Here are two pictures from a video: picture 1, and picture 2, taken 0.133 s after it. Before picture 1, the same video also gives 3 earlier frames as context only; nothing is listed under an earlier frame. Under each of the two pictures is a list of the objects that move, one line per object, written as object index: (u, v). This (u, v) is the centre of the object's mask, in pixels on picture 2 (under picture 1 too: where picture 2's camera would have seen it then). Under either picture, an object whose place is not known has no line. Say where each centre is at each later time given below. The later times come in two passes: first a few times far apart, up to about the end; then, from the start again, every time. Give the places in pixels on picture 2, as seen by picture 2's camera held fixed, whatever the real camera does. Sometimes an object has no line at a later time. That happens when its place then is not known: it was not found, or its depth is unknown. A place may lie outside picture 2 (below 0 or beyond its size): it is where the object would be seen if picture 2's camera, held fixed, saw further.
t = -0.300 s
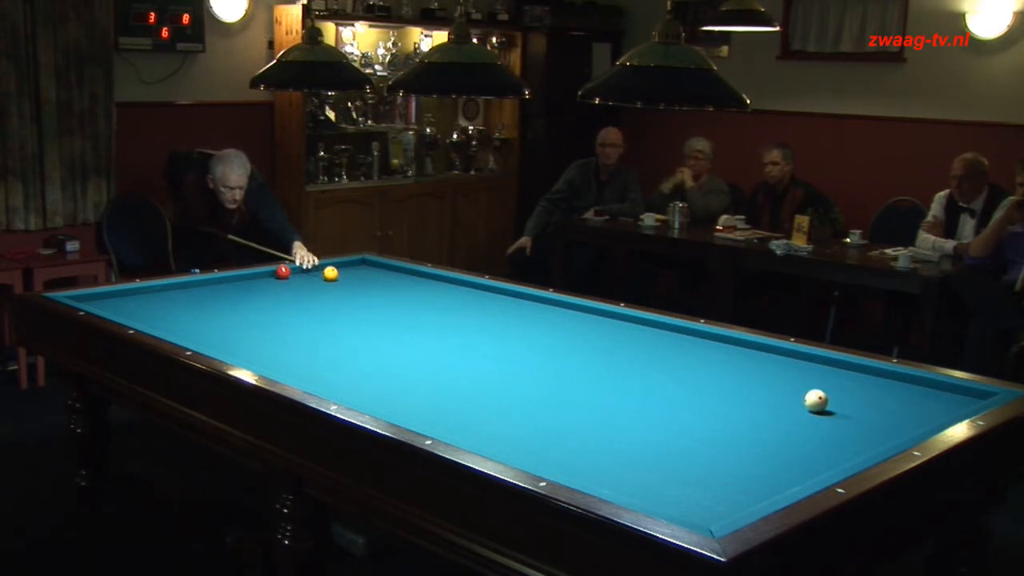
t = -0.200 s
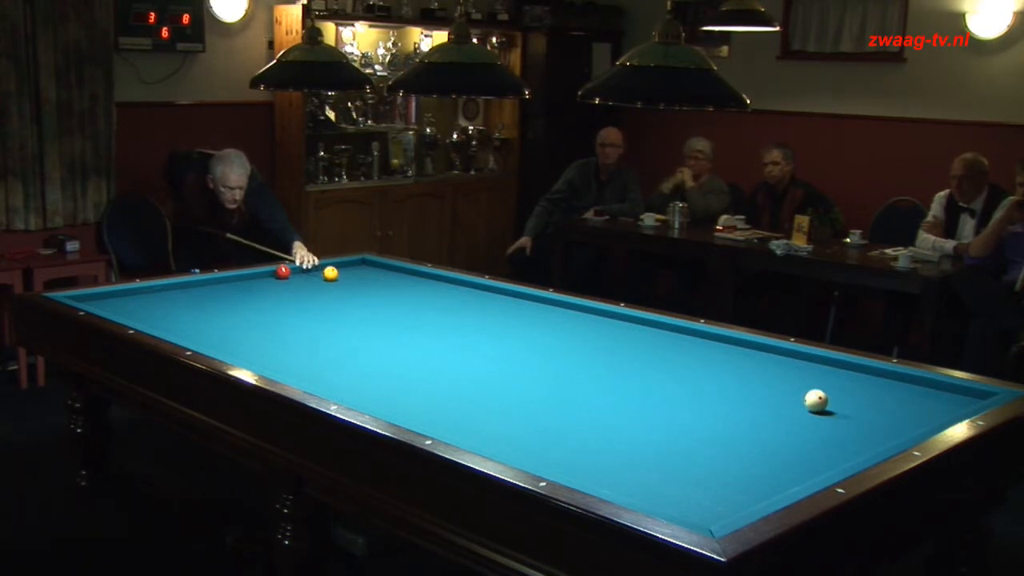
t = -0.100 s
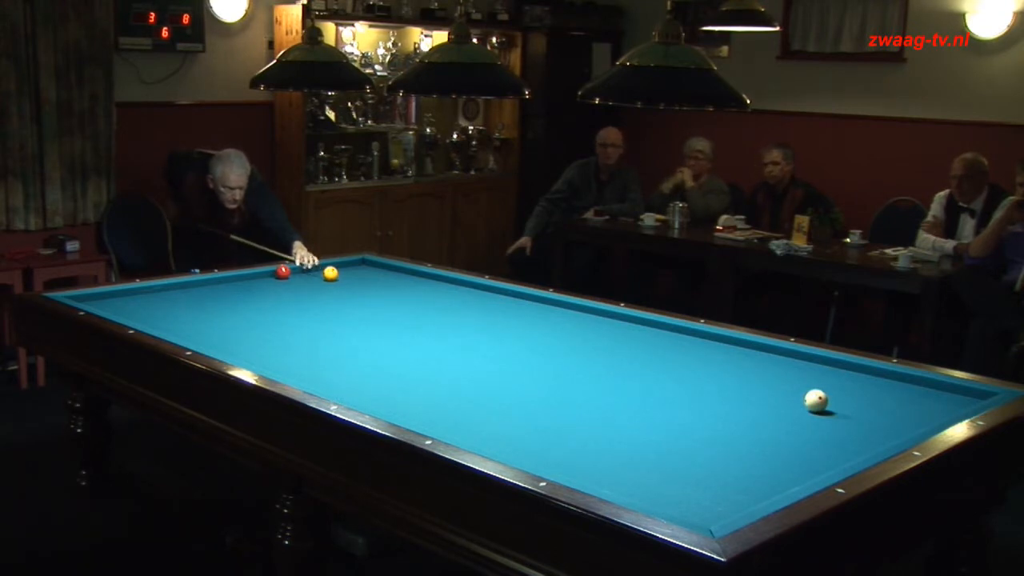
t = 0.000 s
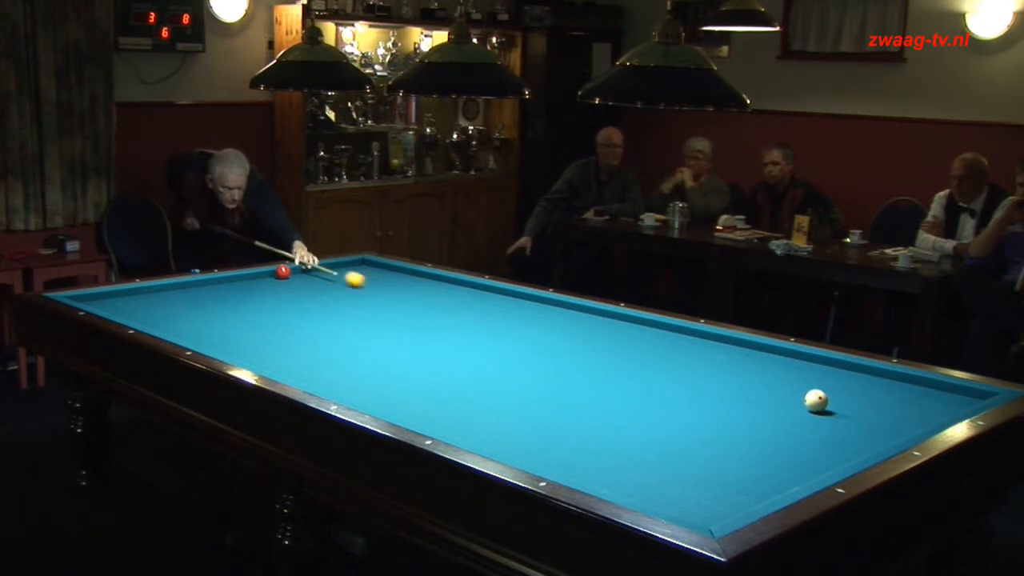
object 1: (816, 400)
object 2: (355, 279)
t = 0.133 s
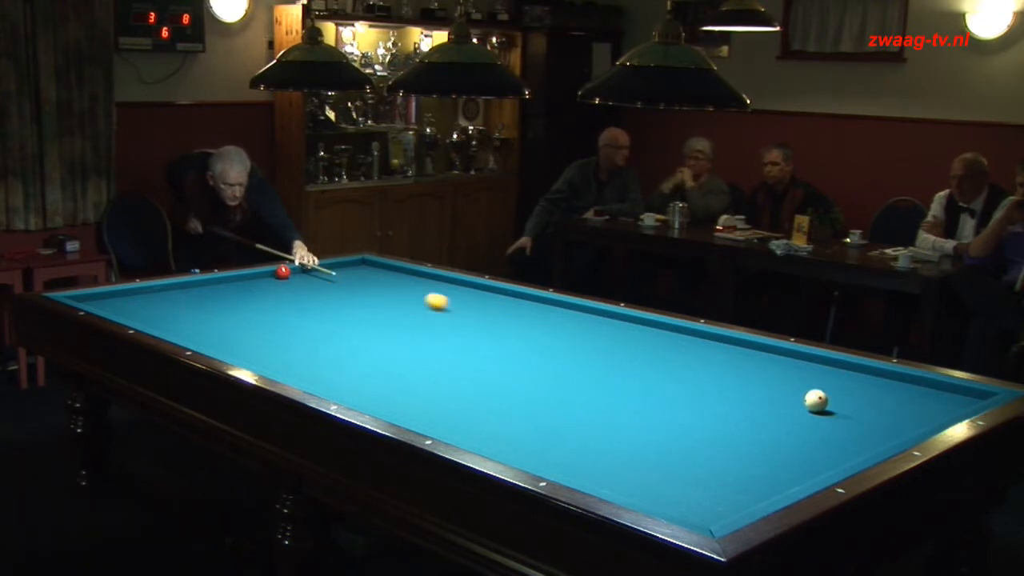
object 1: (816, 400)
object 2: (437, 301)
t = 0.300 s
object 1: (816, 400)
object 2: (555, 333)
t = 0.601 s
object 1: (845, 404)
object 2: (792, 401)
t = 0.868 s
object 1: (836, 382)
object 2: (799, 447)
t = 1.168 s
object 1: (729, 345)
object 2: (695, 478)
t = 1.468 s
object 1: (634, 321)
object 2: (595, 460)
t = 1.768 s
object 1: (540, 306)
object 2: (575, 417)
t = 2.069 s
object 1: (457, 293)
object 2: (558, 383)
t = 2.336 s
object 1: (391, 282)
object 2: (546, 358)
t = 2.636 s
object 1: (324, 271)
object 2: (535, 335)
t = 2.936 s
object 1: (314, 275)
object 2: (525, 315)
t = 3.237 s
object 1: (321, 286)
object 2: (517, 299)
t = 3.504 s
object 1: (329, 296)
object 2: (489, 292)
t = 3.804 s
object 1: (338, 309)
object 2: (445, 288)
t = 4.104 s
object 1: (347, 322)
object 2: (404, 285)
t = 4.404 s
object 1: (358, 337)
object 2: (365, 282)
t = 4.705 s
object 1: (369, 353)
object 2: (328, 279)
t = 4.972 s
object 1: (381, 368)
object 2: (296, 277)
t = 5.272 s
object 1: (395, 387)
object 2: (263, 274)
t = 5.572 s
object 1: (410, 408)
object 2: (257, 277)
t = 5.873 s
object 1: (439, 424)
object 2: (257, 281)
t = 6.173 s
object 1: (491, 436)
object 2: (257, 285)
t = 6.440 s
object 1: (539, 445)
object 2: (257, 288)
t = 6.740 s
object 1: (594, 455)
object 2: (256, 292)
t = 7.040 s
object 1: (650, 464)
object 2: (256, 296)
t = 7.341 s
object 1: (705, 474)
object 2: (256, 299)
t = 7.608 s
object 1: (755, 483)
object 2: (255, 303)
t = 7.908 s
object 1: (774, 481)
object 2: (255, 306)
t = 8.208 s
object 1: (758, 470)
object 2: (255, 309)
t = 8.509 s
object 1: (743, 459)
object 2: (255, 312)
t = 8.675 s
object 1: (736, 454)
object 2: (255, 314)
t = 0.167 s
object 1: (816, 400)
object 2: (459, 307)
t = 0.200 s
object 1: (816, 400)
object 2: (482, 314)
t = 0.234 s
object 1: (816, 400)
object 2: (505, 320)
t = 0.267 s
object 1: (816, 400)
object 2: (530, 326)
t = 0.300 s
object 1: (816, 400)
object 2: (555, 333)
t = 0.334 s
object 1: (816, 400)
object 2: (580, 340)
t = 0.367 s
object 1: (816, 401)
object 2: (606, 347)
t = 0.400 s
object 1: (816, 401)
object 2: (633, 354)
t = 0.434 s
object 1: (816, 401)
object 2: (661, 361)
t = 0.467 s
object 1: (816, 401)
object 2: (689, 369)
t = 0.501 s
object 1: (816, 401)
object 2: (720, 377)
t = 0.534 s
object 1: (816, 400)
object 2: (752, 385)
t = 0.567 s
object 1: (816, 401)
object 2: (785, 395)
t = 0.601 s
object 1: (845, 404)
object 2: (792, 401)
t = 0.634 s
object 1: (882, 409)
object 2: (790, 406)
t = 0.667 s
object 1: (920, 414)
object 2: (789, 411)
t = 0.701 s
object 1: (927, 412)
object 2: (789, 416)
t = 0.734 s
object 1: (906, 406)
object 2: (789, 422)
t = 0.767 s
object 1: (886, 399)
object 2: (790, 428)
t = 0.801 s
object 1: (868, 393)
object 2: (792, 434)
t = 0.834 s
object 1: (852, 387)
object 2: (795, 440)
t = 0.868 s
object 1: (836, 382)
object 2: (799, 447)
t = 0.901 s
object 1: (821, 377)
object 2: (804, 453)
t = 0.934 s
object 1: (807, 372)
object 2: (810, 461)
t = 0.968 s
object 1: (794, 368)
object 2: (817, 466)
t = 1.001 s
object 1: (782, 363)
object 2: (805, 470)
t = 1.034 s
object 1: (771, 359)
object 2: (782, 473)
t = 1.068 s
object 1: (760, 356)
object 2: (759, 474)
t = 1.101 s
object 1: (749, 352)
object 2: (737, 475)
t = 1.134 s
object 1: (738, 348)
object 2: (715, 476)
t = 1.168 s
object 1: (729, 345)
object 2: (695, 478)
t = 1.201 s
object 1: (719, 341)
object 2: (675, 480)
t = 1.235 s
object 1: (709, 338)
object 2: (655, 482)
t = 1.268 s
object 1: (699, 335)
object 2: (635, 483)
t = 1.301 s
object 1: (690, 331)
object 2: (616, 483)
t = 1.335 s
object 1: (680, 329)
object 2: (600, 481)
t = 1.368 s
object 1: (668, 327)
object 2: (599, 477)
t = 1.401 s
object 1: (656, 325)
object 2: (598, 472)
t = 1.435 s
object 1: (645, 323)
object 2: (597, 466)
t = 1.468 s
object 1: (634, 321)
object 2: (595, 460)
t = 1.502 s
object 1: (623, 320)
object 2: (593, 454)
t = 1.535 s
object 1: (612, 318)
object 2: (591, 449)
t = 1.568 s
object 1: (602, 316)
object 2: (589, 444)
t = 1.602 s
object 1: (591, 315)
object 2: (586, 439)
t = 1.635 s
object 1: (581, 313)
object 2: (584, 435)
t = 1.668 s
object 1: (571, 311)
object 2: (582, 430)
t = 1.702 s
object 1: (560, 310)
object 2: (579, 425)
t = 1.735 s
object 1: (550, 308)
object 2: (577, 421)
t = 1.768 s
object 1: (540, 306)
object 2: (575, 417)
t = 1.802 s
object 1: (531, 304)
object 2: (573, 413)
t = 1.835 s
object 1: (521, 303)
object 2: (571, 409)
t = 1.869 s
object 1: (511, 302)
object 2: (569, 405)
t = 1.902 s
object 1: (502, 300)
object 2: (567, 401)
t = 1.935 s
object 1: (493, 298)
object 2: (565, 397)
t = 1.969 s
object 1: (484, 297)
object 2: (563, 393)
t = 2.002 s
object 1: (475, 295)
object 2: (562, 390)
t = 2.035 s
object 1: (466, 294)
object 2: (560, 386)
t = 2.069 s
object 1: (457, 293)
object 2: (558, 383)
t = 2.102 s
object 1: (449, 291)
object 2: (557, 379)
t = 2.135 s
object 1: (440, 290)
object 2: (555, 376)
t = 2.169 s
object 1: (431, 288)
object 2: (554, 372)
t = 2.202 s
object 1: (423, 287)
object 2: (552, 370)
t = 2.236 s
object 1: (415, 285)
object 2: (550, 367)
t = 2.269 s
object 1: (407, 284)
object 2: (549, 364)
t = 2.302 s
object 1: (399, 283)
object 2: (548, 361)
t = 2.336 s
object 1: (391, 282)
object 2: (546, 358)
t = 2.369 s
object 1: (383, 281)
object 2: (545, 355)
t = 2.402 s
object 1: (375, 279)
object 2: (543, 352)
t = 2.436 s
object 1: (368, 278)
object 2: (542, 350)
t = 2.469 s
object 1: (360, 277)
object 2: (541, 347)
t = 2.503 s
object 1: (353, 275)
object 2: (540, 344)
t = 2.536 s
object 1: (345, 274)
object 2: (538, 342)
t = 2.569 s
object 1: (338, 273)
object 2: (537, 339)
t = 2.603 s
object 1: (331, 272)
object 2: (536, 337)
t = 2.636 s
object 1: (324, 271)
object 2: (535, 335)
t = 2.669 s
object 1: (317, 269)
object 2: (534, 332)
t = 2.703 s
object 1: (310, 268)
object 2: (533, 330)
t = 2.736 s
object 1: (305, 268)
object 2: (531, 328)
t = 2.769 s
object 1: (307, 269)
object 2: (530, 326)
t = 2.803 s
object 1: (309, 271)
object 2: (529, 323)
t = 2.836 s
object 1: (310, 272)
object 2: (528, 321)
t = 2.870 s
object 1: (312, 273)
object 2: (527, 319)
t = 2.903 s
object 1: (313, 274)
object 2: (526, 317)
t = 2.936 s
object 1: (314, 275)
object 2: (525, 315)
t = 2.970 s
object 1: (314, 277)
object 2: (524, 313)
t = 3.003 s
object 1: (315, 278)
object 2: (523, 311)
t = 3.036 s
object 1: (316, 279)
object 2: (522, 309)
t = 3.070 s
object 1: (317, 280)
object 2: (521, 307)
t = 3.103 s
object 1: (318, 281)
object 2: (521, 306)
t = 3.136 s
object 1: (318, 282)
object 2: (519, 304)
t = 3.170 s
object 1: (319, 284)
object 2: (518, 302)
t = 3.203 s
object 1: (320, 285)
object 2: (518, 300)
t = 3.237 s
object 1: (321, 286)
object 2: (517, 299)
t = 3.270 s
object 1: (322, 287)
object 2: (516, 297)
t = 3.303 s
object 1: (323, 289)
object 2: (515, 295)
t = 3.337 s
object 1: (324, 290)
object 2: (514, 293)
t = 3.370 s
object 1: (325, 291)
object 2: (510, 293)
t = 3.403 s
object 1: (326, 292)
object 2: (504, 293)
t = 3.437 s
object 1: (327, 294)
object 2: (499, 292)
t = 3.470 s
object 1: (328, 295)
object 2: (494, 292)
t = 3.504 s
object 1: (329, 296)
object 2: (489, 292)
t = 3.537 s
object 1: (330, 298)
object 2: (484, 291)
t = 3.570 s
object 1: (330, 299)
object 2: (479, 291)
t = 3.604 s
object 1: (331, 300)
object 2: (474, 290)
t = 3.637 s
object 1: (332, 302)
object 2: (469, 290)
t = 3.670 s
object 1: (333, 303)
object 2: (464, 290)
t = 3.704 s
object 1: (334, 304)
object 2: (460, 289)
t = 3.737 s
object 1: (335, 306)
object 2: (455, 289)
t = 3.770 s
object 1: (336, 307)
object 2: (450, 289)
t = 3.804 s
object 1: (338, 309)
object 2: (445, 288)
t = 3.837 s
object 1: (339, 310)
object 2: (440, 288)
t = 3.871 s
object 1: (340, 312)
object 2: (436, 287)
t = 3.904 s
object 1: (341, 313)
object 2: (431, 287)
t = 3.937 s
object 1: (342, 315)
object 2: (427, 287)
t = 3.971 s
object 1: (343, 316)
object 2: (422, 286)
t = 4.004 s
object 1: (344, 318)
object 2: (418, 286)
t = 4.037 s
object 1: (345, 319)
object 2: (413, 286)
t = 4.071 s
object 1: (346, 321)
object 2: (409, 285)
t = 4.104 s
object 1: (347, 322)
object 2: (404, 285)
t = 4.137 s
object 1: (348, 324)
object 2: (400, 285)
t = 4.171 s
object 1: (349, 325)
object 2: (395, 284)
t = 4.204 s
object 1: (351, 327)
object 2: (391, 284)
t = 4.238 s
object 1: (352, 329)
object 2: (387, 284)
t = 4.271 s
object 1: (353, 330)
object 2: (382, 283)
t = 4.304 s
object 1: (354, 332)
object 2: (378, 283)
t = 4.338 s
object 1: (356, 333)
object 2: (374, 283)
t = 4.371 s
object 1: (357, 335)
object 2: (369, 282)
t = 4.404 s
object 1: (358, 337)
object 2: (365, 282)
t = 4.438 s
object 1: (359, 338)
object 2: (361, 282)
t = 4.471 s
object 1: (360, 340)
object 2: (357, 281)
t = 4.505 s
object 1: (362, 342)
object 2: (353, 281)
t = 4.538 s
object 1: (363, 344)
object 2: (348, 281)
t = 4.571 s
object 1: (364, 346)
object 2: (344, 281)
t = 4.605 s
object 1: (366, 347)
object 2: (340, 280)
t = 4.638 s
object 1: (367, 349)
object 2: (336, 280)
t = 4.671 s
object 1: (368, 351)
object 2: (332, 280)
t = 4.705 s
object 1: (369, 353)
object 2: (328, 279)
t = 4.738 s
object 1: (371, 355)
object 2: (324, 279)
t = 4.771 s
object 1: (372, 357)
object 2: (320, 279)
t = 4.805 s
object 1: (374, 358)
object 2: (316, 279)
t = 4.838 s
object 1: (375, 360)
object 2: (312, 278)
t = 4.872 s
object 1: (376, 362)
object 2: (308, 278)
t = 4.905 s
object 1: (378, 364)
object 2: (304, 278)
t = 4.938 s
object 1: (379, 366)
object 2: (300, 277)
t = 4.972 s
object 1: (381, 368)
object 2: (296, 277)
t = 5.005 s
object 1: (382, 370)
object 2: (293, 277)
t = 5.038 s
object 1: (384, 372)
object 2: (289, 276)
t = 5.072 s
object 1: (385, 374)
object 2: (285, 276)
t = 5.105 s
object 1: (387, 377)
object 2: (281, 276)
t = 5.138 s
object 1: (388, 379)
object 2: (277, 275)
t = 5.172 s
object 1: (390, 381)
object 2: (273, 275)
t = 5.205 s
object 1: (391, 383)
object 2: (270, 275)
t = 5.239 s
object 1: (393, 385)
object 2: (266, 275)
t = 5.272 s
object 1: (395, 387)
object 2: (263, 274)
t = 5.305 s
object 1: (396, 389)
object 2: (259, 274)
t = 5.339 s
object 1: (398, 391)
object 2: (257, 274)
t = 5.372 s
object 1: (399, 394)
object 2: (258, 275)
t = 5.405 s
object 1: (401, 396)
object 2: (257, 275)
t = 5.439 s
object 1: (403, 399)
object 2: (257, 275)
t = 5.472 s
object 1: (405, 401)
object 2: (257, 276)
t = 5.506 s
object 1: (407, 403)
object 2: (257, 276)
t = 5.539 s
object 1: (408, 405)
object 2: (257, 277)
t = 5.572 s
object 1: (410, 408)
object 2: (257, 277)
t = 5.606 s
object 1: (412, 410)
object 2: (257, 278)
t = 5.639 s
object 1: (414, 412)
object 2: (257, 278)
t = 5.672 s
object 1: (416, 414)
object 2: (257, 278)
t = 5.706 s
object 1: (418, 415)
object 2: (257, 279)
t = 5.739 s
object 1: (421, 417)
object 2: (257, 279)
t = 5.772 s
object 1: (423, 419)
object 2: (257, 280)
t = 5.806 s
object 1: (427, 421)
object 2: (257, 280)
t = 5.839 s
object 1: (433, 422)
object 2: (257, 281)
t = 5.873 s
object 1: (439, 424)
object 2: (257, 281)
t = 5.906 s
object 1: (444, 425)
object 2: (257, 281)
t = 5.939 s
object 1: (451, 427)
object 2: (257, 282)
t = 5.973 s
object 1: (456, 428)
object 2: (257, 282)
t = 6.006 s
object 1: (462, 429)
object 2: (257, 283)
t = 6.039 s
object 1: (468, 431)
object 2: (257, 283)
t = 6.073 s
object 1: (474, 432)
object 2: (257, 284)
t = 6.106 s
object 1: (480, 434)
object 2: (257, 284)
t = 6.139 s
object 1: (485, 435)
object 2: (257, 285)
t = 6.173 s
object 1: (491, 436)
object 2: (257, 285)
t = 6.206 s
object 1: (497, 437)
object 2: (257, 286)
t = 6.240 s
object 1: (503, 439)
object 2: (257, 286)
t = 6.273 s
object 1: (509, 440)
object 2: (257, 286)
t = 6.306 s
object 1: (515, 441)
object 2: (257, 287)
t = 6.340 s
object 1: (521, 442)
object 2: (257, 287)
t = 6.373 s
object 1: (527, 443)
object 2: (257, 287)
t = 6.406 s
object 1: (533, 444)
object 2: (257, 288)
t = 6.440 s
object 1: (539, 445)
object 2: (257, 288)
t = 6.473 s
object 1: (545, 446)
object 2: (257, 289)
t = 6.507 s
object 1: (551, 447)
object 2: (256, 289)
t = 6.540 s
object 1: (558, 448)
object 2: (256, 290)
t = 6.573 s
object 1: (563, 450)
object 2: (256, 290)
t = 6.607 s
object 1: (570, 451)
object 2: (256, 290)
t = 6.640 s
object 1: (576, 452)
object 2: (256, 291)
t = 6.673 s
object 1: (582, 452)
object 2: (256, 291)
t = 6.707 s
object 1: (588, 454)
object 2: (256, 292)
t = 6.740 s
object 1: (594, 455)
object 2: (256, 292)
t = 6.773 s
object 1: (600, 456)
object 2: (256, 292)
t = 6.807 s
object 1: (606, 457)
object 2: (256, 293)
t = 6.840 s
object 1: (613, 458)
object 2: (256, 293)
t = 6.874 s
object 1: (619, 459)
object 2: (256, 294)
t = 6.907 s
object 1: (625, 460)
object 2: (256, 294)
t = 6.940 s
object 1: (631, 461)
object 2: (256, 295)
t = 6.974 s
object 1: (637, 462)
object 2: (256, 295)
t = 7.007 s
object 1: (643, 463)
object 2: (256, 295)
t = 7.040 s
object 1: (650, 464)
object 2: (256, 296)
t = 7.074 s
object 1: (656, 466)
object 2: (256, 296)
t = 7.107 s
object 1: (662, 467)
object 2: (256, 297)
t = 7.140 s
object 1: (668, 468)
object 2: (256, 297)
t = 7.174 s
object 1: (674, 468)
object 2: (256, 298)
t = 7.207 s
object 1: (680, 470)
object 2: (256, 298)
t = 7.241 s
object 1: (686, 471)
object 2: (256, 298)
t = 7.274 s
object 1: (693, 472)
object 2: (256, 299)
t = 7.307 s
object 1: (699, 473)
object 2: (256, 299)
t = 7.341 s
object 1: (705, 474)
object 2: (256, 299)
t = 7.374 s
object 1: (711, 475)
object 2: (256, 300)
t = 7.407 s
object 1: (718, 476)
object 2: (256, 300)
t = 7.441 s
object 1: (724, 477)
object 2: (256, 301)
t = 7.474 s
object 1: (730, 478)
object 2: (256, 301)
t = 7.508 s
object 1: (736, 480)
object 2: (256, 301)
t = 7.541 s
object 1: (742, 481)
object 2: (255, 302)
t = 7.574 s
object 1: (748, 482)
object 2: (255, 302)
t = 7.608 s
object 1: (755, 483)
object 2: (255, 303)
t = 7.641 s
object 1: (761, 484)
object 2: (255, 303)
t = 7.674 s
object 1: (767, 485)
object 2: (255, 303)
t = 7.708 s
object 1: (773, 485)
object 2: (255, 304)
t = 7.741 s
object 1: (778, 484)
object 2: (255, 304)
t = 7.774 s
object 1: (781, 484)
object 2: (255, 304)
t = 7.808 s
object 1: (779, 483)
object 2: (255, 305)
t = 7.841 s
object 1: (778, 483)
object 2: (255, 305)
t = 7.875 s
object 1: (776, 482)
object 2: (255, 306)
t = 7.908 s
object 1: (774, 481)
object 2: (255, 306)
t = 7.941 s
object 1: (772, 480)
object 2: (255, 306)
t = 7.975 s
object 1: (771, 479)
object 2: (255, 307)
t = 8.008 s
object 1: (769, 477)
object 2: (255, 307)
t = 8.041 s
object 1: (767, 476)
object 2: (255, 308)
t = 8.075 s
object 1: (765, 475)
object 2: (255, 308)
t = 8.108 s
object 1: (763, 473)
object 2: (255, 308)
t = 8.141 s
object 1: (761, 472)
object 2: (255, 309)
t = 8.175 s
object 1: (760, 471)
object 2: (255, 309)
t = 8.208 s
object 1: (758, 470)
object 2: (255, 309)
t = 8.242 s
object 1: (756, 468)
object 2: (255, 310)
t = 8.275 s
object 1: (755, 467)
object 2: (255, 310)
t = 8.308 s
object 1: (753, 466)
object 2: (255, 310)
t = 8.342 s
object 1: (751, 465)
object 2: (255, 311)
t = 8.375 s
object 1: (750, 464)
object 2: (255, 311)
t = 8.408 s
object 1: (748, 463)
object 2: (255, 312)
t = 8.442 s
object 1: (746, 461)
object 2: (255, 312)
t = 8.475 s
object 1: (745, 460)
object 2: (255, 312)
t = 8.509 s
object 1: (743, 459)
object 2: (255, 312)
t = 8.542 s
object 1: (742, 458)
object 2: (255, 313)
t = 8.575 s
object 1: (740, 457)
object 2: (255, 313)
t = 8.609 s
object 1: (739, 456)
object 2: (255, 313)
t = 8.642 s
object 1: (737, 455)
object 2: (255, 314)
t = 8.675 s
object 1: (736, 454)
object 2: (255, 314)
